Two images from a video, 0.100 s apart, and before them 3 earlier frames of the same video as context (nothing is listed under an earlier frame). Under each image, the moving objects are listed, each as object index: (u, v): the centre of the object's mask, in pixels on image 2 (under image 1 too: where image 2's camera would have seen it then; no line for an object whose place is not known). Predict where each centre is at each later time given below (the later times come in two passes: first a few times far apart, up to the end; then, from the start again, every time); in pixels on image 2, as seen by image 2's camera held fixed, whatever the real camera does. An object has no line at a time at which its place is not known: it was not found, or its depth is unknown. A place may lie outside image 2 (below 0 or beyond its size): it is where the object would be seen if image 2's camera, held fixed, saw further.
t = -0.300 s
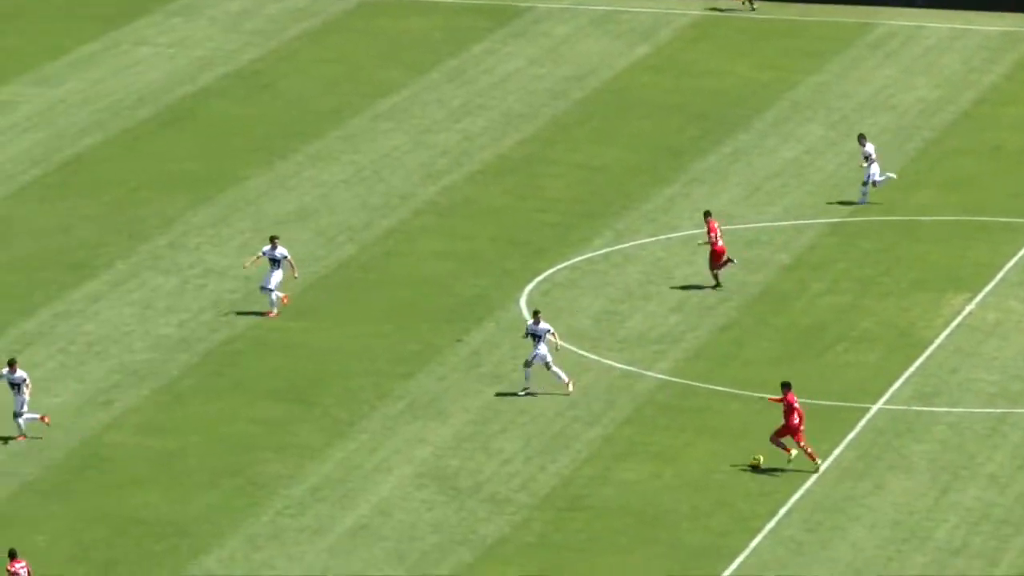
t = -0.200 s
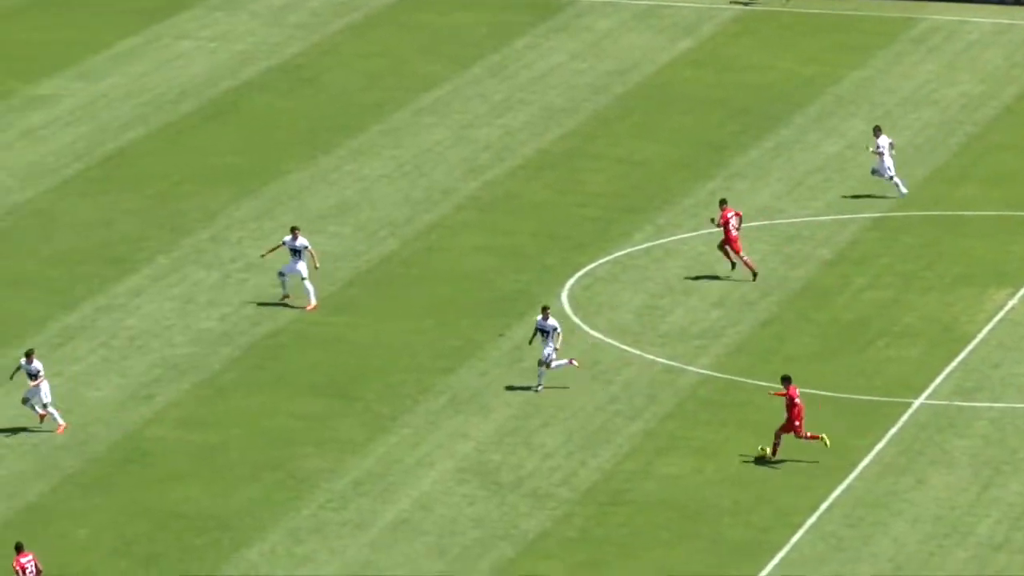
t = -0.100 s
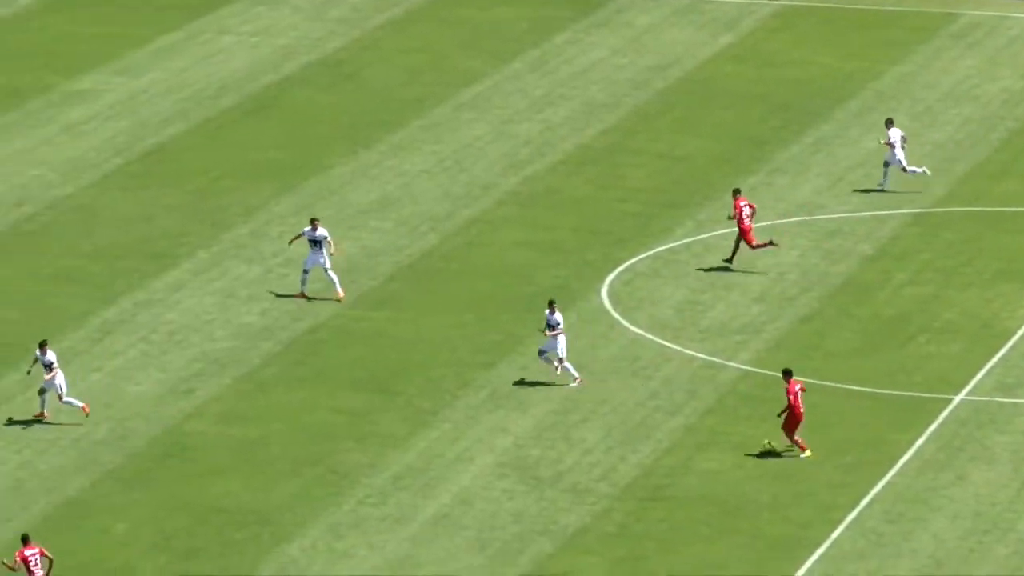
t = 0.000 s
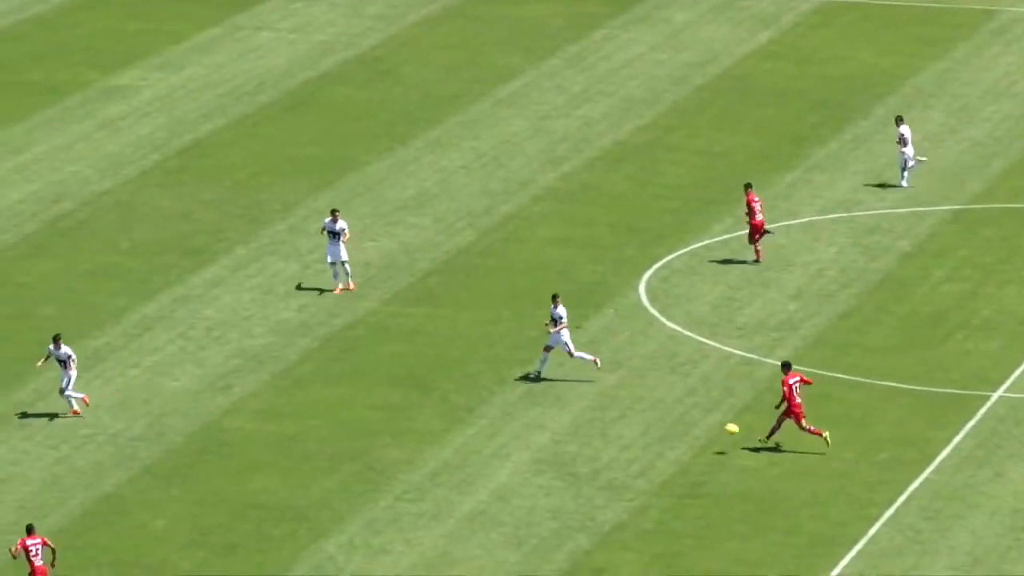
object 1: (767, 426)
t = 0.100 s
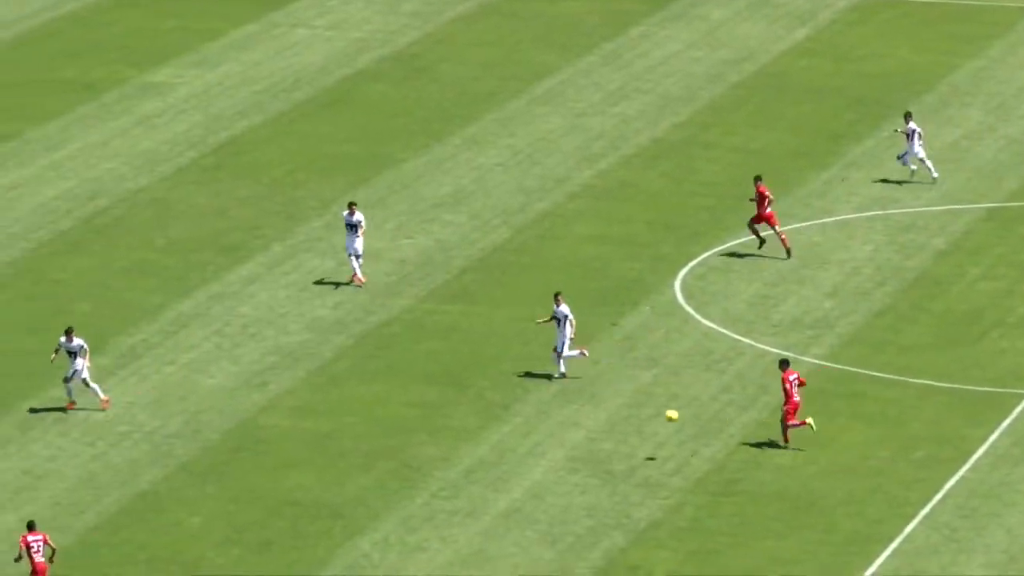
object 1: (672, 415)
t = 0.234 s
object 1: (546, 410)
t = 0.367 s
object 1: (423, 416)
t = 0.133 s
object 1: (640, 413)
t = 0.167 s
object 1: (608, 411)
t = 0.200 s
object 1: (578, 411)
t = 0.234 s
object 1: (546, 410)
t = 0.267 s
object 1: (515, 411)
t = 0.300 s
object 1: (485, 411)
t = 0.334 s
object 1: (453, 414)
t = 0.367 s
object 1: (423, 416)
